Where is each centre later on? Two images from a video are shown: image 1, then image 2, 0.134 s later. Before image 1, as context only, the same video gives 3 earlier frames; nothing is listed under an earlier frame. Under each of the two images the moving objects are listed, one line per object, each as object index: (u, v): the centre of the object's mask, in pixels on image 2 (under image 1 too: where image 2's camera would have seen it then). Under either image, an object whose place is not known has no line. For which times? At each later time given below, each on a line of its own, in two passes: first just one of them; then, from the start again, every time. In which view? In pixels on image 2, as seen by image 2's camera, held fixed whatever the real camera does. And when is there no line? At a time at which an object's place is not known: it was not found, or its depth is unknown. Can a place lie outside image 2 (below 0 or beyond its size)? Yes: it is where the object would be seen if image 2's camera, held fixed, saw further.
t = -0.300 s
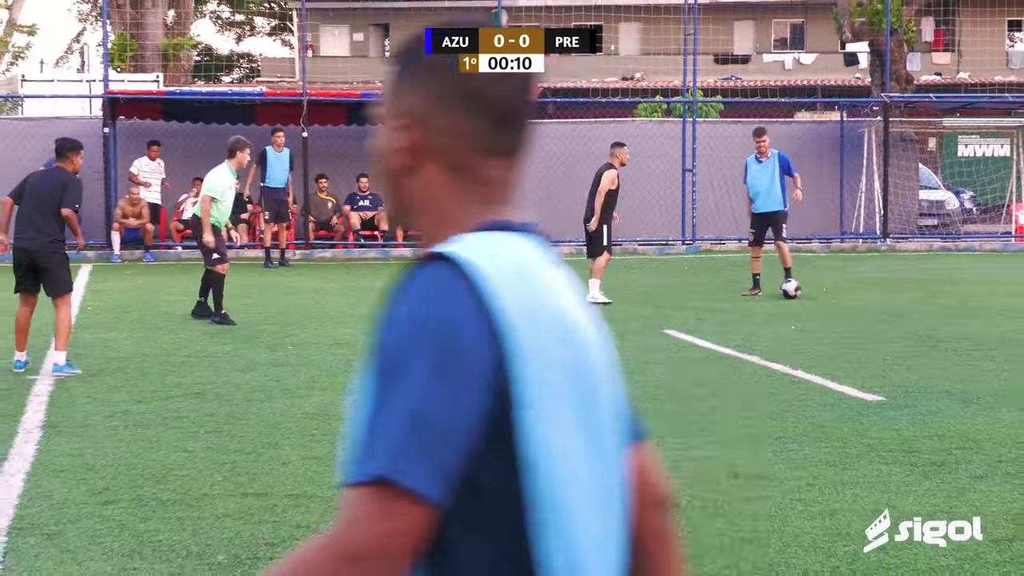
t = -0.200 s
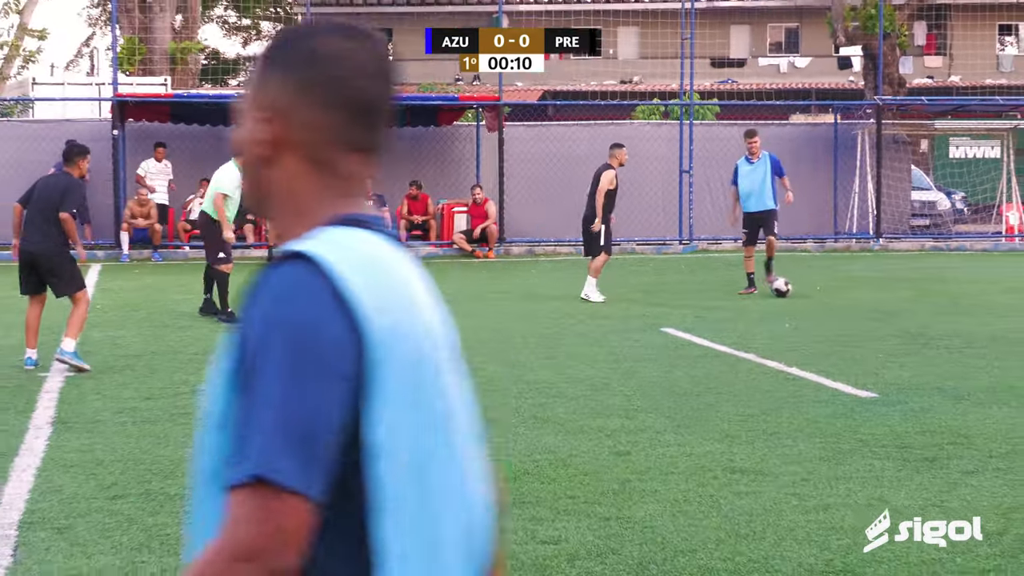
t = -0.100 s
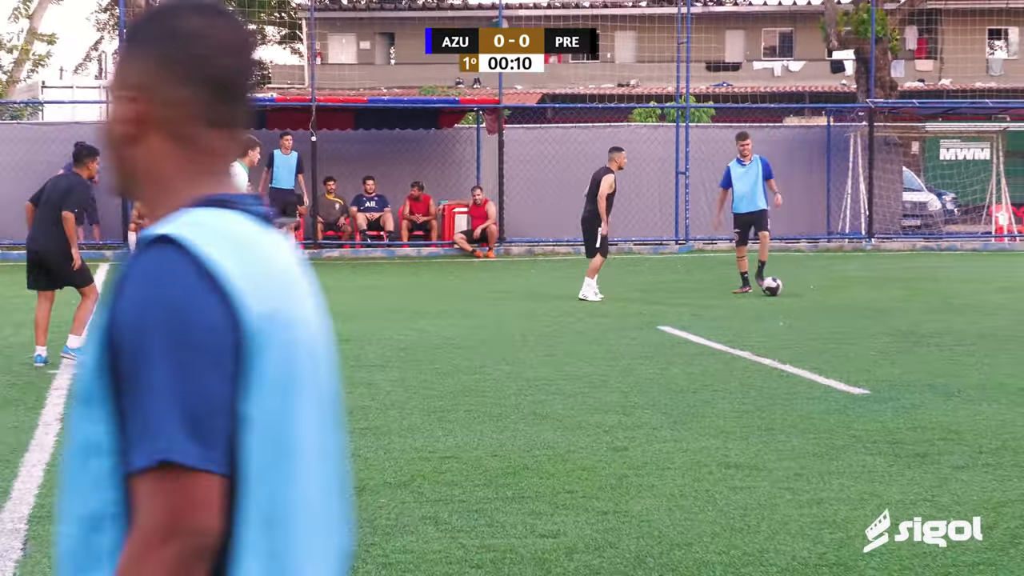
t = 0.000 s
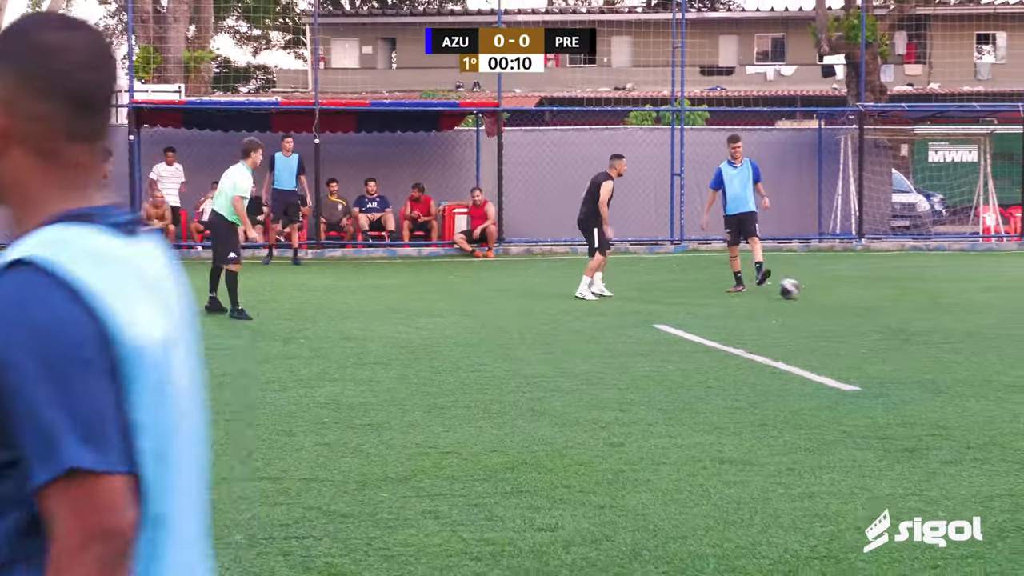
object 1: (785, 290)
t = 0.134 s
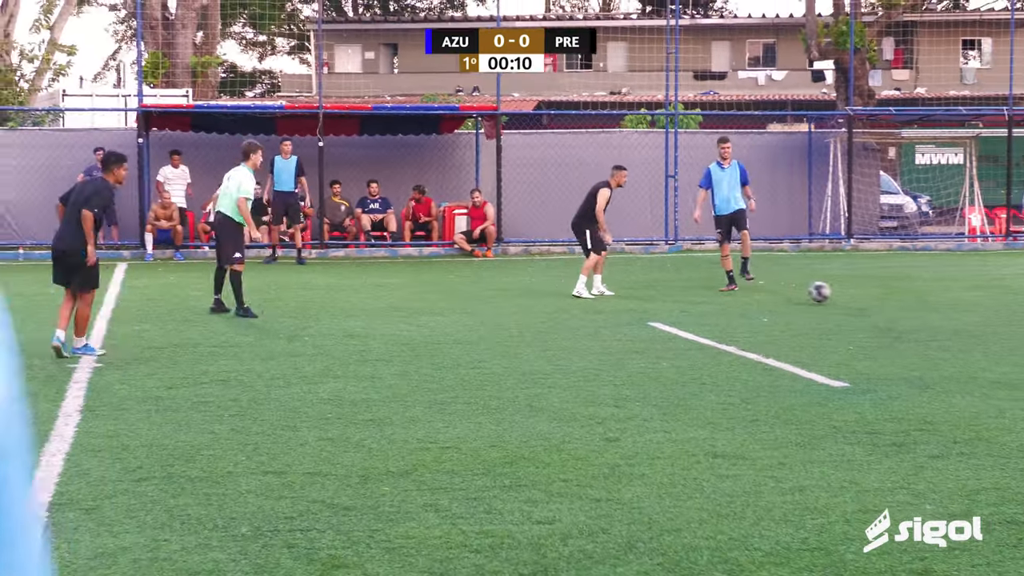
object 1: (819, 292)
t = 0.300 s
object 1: (866, 299)
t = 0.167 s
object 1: (829, 294)
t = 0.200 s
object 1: (839, 298)
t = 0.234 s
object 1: (849, 297)
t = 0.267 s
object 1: (857, 297)
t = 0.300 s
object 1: (866, 299)
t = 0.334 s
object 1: (875, 301)
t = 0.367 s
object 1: (884, 304)
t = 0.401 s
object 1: (890, 303)
